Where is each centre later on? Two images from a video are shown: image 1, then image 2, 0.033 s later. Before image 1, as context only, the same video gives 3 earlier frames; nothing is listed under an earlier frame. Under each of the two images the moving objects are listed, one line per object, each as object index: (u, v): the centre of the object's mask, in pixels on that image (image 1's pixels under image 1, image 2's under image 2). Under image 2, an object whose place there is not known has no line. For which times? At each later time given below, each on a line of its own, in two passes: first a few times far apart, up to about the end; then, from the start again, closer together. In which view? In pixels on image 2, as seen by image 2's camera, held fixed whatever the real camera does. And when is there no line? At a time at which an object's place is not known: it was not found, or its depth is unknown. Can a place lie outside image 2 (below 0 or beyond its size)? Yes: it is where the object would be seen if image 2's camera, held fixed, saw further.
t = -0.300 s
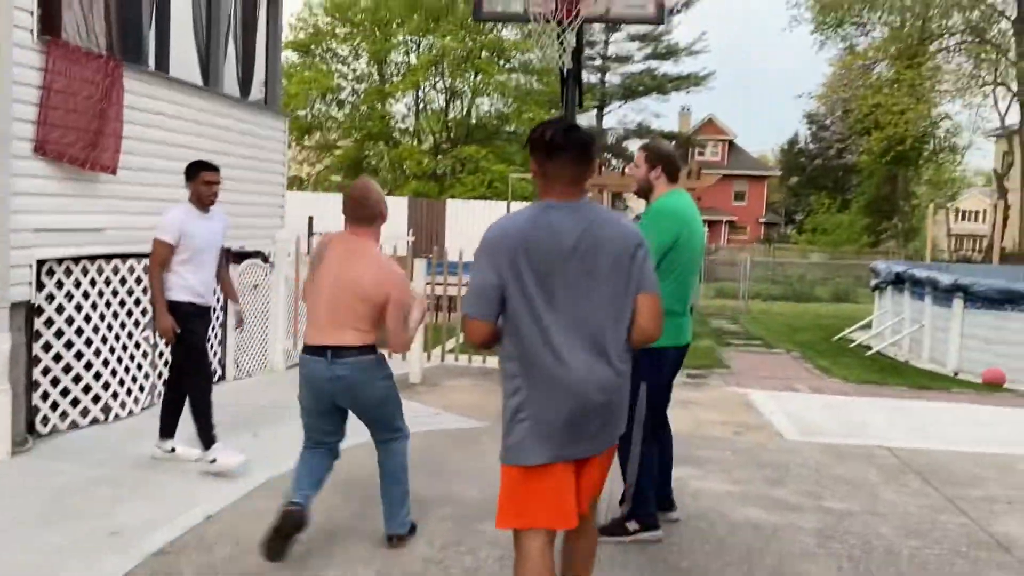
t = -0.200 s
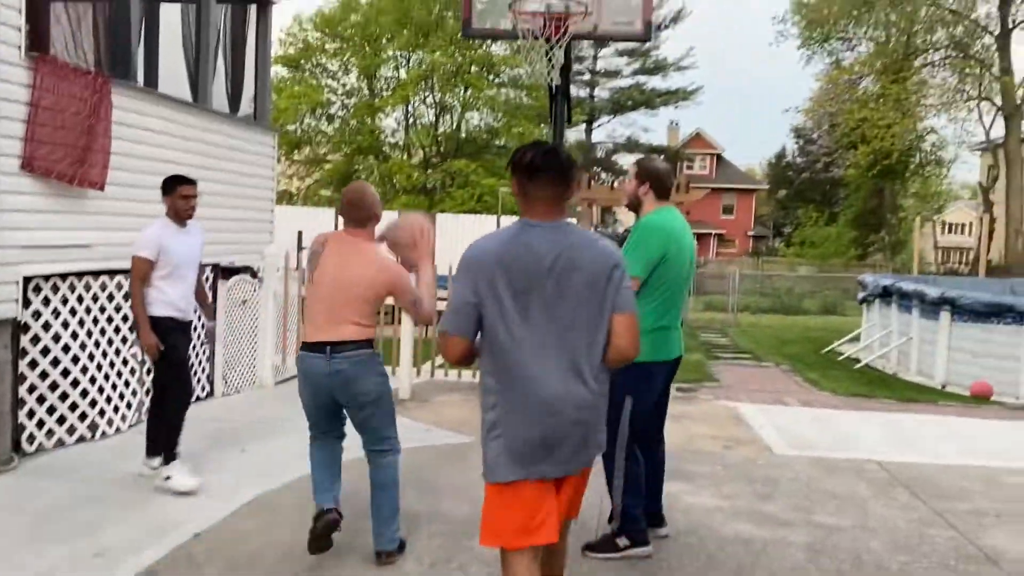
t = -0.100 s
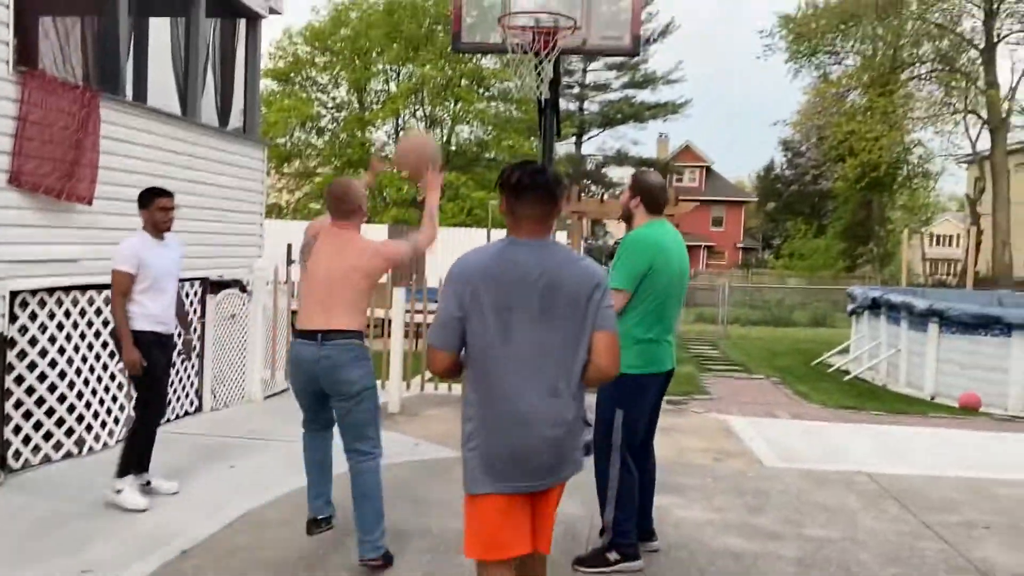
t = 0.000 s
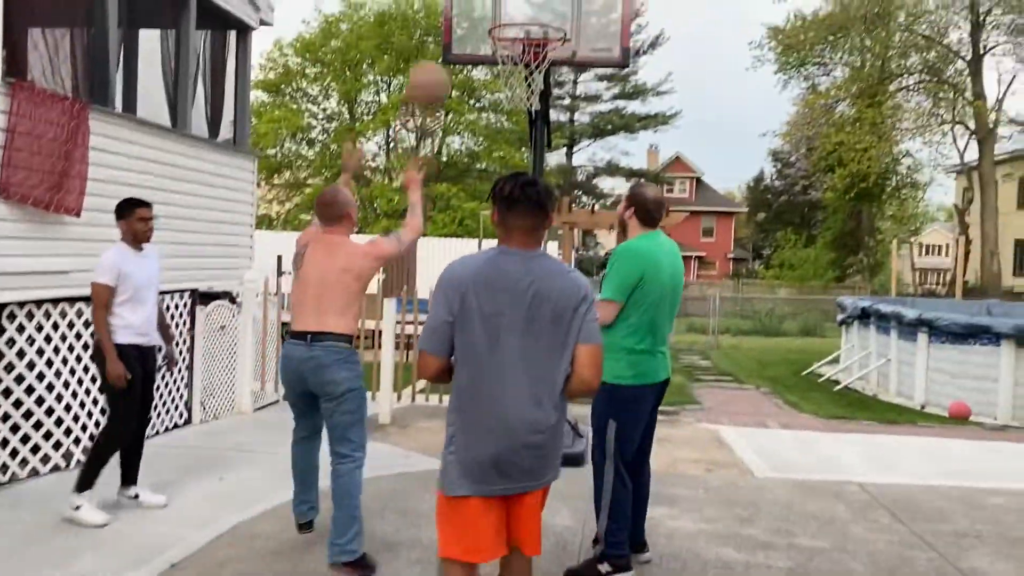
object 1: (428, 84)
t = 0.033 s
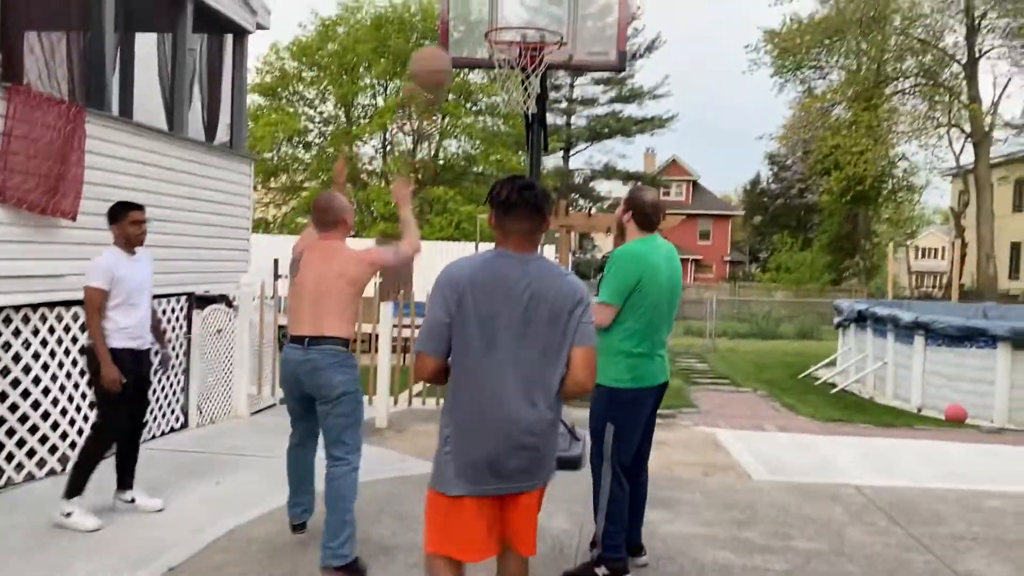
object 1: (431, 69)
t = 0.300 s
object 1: (469, -6)
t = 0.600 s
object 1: (500, 23)
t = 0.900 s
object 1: (505, 30)
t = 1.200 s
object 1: (507, 90)
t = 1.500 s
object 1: (504, 123)
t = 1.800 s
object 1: (502, 276)
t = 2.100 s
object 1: (501, 403)
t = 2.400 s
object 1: (517, 264)
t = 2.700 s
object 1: (498, 266)
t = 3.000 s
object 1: (475, 384)
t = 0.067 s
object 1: (435, 48)
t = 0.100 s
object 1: (441, 36)
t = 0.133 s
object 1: (447, 24)
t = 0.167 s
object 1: (452, 12)
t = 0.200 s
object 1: (456, 6)
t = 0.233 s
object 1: (460, 0)
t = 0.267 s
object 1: (464, -4)
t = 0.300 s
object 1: (469, -6)
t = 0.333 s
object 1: (473, -7)
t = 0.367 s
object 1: (476, -7)
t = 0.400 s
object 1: (480, -5)
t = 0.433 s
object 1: (484, -1)
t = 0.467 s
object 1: (487, 5)
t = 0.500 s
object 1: (489, 13)
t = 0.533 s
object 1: (493, 20)
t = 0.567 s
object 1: (497, 21)
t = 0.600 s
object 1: (500, 23)
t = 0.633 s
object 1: (503, 27)
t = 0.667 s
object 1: (504, 27)
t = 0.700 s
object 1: (505, 26)
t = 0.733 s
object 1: (505, 22)
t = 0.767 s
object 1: (505, 20)
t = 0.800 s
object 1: (506, 20)
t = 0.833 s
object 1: (505, 21)
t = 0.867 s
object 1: (505, 25)
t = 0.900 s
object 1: (505, 30)
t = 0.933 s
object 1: (506, 35)
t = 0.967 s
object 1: (507, 45)
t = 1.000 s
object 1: (507, 50)
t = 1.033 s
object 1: (507, 62)
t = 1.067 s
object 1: (508, 72)
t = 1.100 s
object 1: (510, 85)
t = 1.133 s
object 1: (509, 92)
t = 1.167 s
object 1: (508, 91)
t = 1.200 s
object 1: (507, 90)
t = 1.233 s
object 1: (507, 89)
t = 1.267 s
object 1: (506, 91)
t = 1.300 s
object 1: (505, 93)
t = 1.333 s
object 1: (505, 93)
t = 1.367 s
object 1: (505, 96)
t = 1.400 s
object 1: (506, 97)
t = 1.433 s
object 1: (503, 105)
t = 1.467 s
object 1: (504, 115)
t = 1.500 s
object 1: (504, 123)
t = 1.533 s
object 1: (504, 136)
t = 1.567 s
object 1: (503, 147)
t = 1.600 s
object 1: (504, 163)
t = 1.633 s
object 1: (503, 179)
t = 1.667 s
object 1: (503, 196)
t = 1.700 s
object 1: (502, 212)
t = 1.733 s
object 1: (503, 232)
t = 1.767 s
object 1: (502, 253)
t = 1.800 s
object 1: (502, 276)
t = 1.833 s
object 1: (501, 301)
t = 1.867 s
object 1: (500, 324)
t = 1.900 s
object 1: (500, 352)
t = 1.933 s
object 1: (498, 377)
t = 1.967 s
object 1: (498, 408)
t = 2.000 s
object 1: (496, 442)
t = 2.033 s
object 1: (497, 453)
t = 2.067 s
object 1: (500, 428)
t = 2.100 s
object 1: (501, 403)
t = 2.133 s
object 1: (503, 382)
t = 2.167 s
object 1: (504, 361)
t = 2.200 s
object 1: (507, 342)
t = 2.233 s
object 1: (510, 323)
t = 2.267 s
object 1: (511, 309)
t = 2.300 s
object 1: (513, 296)
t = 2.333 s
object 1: (514, 284)
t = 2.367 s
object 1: (516, 273)
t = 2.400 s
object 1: (517, 264)
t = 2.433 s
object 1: (516, 258)
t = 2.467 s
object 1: (514, 254)
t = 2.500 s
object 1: (512, 252)
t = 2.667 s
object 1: (500, 261)
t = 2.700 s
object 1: (498, 266)
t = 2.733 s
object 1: (495, 273)
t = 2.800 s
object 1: (490, 293)
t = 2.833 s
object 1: (487, 306)
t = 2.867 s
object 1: (482, 318)
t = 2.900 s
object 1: (481, 332)
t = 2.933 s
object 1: (476, 347)
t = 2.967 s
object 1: (477, 368)
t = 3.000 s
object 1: (475, 384)
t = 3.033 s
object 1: (471, 407)
